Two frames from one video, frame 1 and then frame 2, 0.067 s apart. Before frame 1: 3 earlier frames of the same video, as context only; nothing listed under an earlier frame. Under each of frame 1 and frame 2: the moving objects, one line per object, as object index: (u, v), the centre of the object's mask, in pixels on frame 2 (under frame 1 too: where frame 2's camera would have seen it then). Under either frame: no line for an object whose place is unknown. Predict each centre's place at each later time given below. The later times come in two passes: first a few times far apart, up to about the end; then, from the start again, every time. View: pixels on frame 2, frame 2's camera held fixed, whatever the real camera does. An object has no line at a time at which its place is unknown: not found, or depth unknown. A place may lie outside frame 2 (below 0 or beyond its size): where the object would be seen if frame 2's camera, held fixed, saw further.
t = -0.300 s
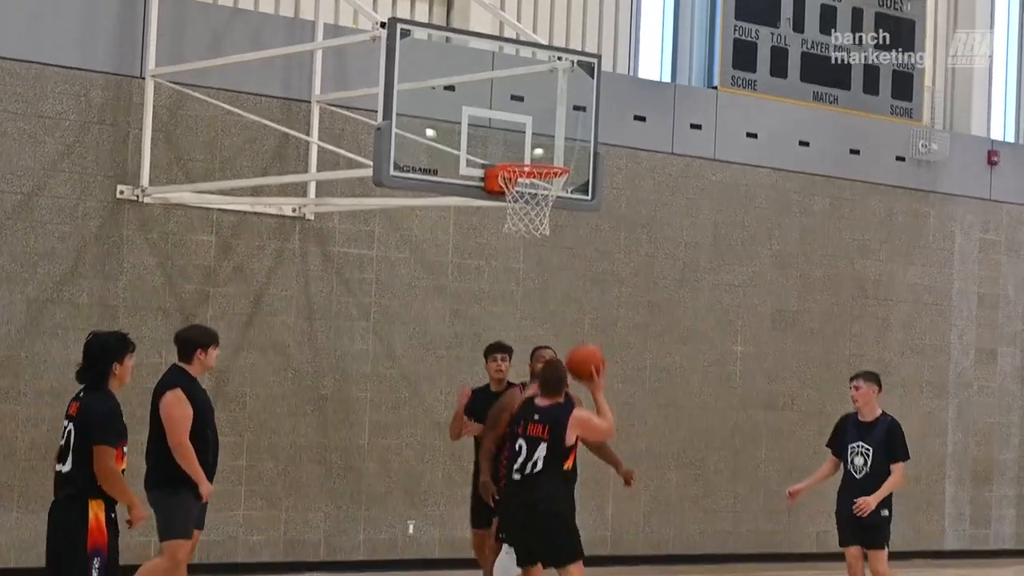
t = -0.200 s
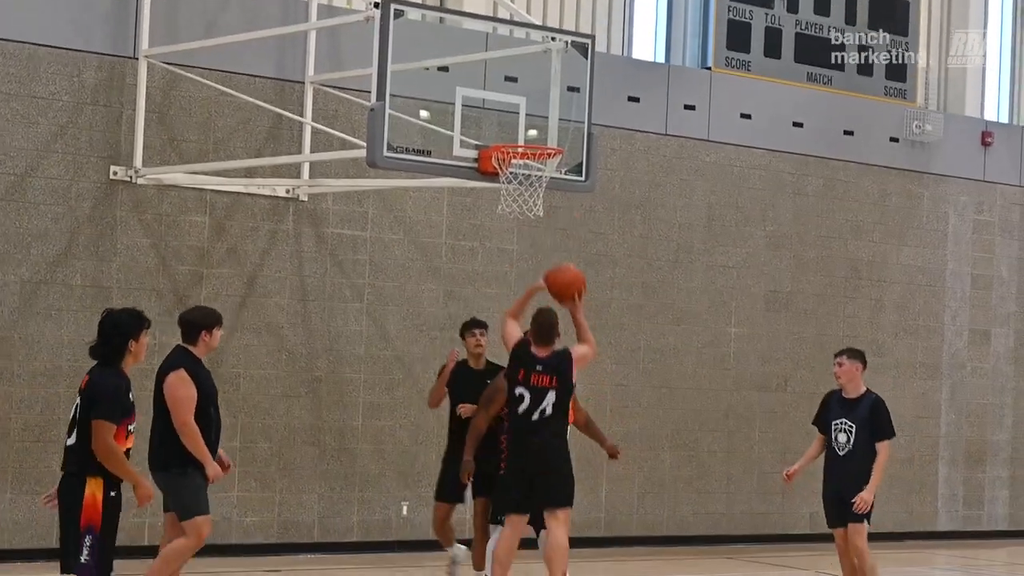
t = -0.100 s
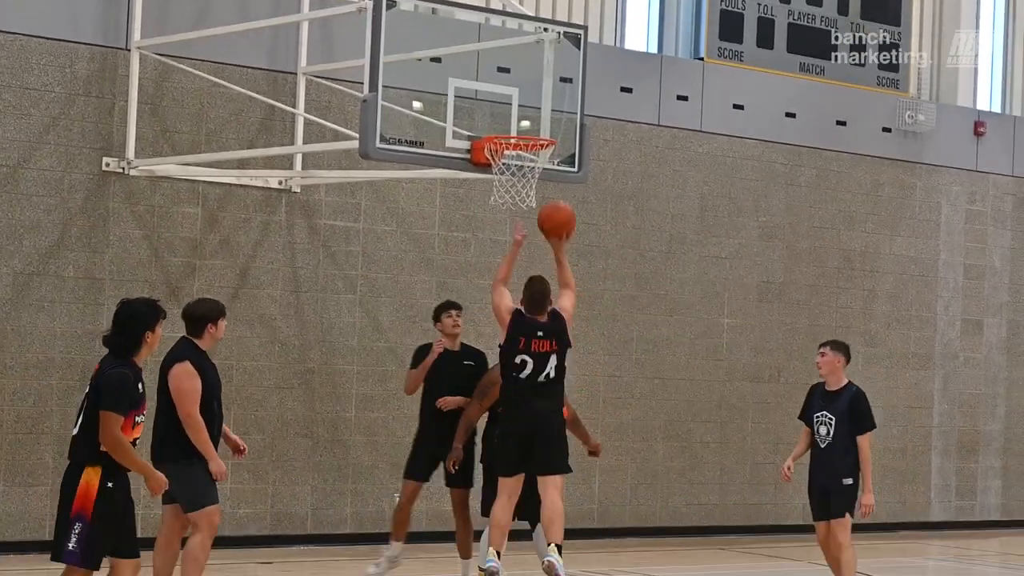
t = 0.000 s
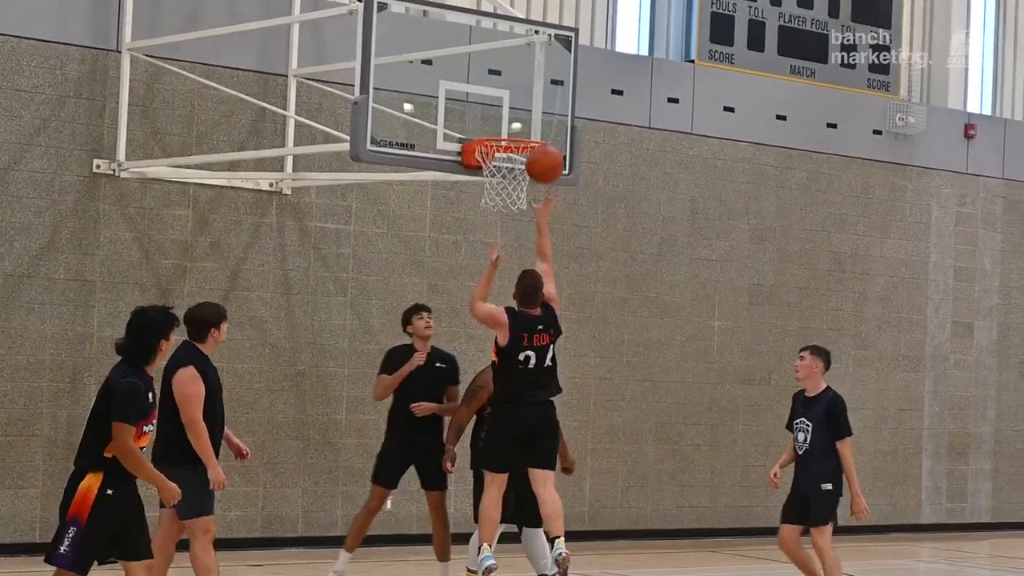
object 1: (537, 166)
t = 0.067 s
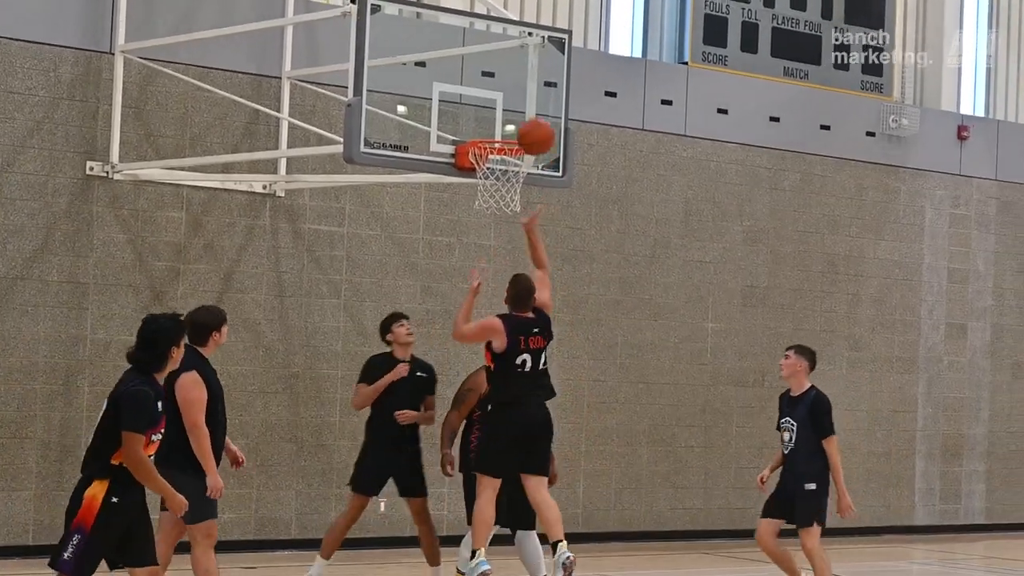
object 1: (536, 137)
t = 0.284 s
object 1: (528, 87)
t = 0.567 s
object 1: (512, 126)
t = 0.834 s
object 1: (492, 259)
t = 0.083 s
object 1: (535, 130)
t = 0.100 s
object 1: (535, 124)
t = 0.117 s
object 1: (534, 118)
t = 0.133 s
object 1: (534, 113)
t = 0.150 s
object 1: (533, 109)
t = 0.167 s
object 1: (533, 105)
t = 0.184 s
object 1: (532, 101)
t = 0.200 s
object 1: (531, 98)
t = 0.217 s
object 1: (531, 95)
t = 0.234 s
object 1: (530, 92)
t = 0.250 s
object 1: (530, 90)
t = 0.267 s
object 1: (529, 89)
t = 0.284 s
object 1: (528, 87)
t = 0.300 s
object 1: (527, 87)
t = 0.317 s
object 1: (527, 86)
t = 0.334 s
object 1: (525, 86)
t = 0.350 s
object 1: (524, 87)
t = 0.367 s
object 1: (524, 88)
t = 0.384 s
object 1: (523, 89)
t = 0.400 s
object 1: (522, 90)
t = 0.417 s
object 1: (521, 93)
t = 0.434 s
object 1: (521, 95)
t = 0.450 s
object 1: (519, 98)
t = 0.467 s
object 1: (518, 101)
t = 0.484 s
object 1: (517, 105)
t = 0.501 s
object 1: (517, 109)
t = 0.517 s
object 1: (516, 114)
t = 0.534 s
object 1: (514, 118)
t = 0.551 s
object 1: (514, 123)
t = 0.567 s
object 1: (512, 126)
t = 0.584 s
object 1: (511, 129)
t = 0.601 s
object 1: (510, 141)
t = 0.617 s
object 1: (509, 149)
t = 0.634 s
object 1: (510, 158)
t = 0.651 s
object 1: (507, 161)
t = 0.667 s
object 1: (506, 171)
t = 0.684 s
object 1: (503, 180)
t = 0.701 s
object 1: (502, 188)
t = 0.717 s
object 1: (500, 196)
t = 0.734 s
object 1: (500, 203)
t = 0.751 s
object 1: (498, 213)
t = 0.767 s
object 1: (497, 220)
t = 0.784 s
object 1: (496, 229)
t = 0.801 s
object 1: (495, 239)
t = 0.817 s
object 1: (493, 249)
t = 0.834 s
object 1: (492, 259)
